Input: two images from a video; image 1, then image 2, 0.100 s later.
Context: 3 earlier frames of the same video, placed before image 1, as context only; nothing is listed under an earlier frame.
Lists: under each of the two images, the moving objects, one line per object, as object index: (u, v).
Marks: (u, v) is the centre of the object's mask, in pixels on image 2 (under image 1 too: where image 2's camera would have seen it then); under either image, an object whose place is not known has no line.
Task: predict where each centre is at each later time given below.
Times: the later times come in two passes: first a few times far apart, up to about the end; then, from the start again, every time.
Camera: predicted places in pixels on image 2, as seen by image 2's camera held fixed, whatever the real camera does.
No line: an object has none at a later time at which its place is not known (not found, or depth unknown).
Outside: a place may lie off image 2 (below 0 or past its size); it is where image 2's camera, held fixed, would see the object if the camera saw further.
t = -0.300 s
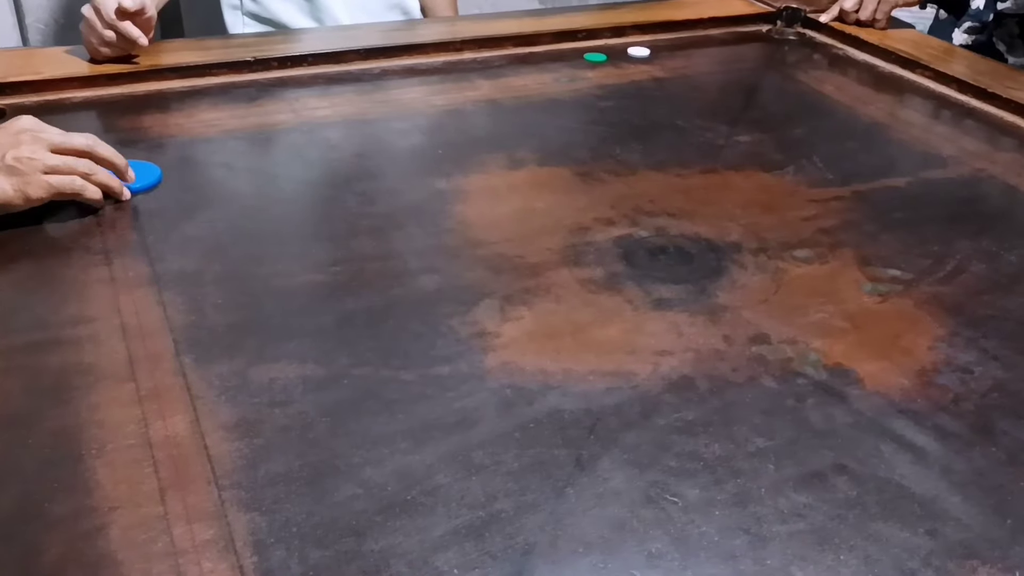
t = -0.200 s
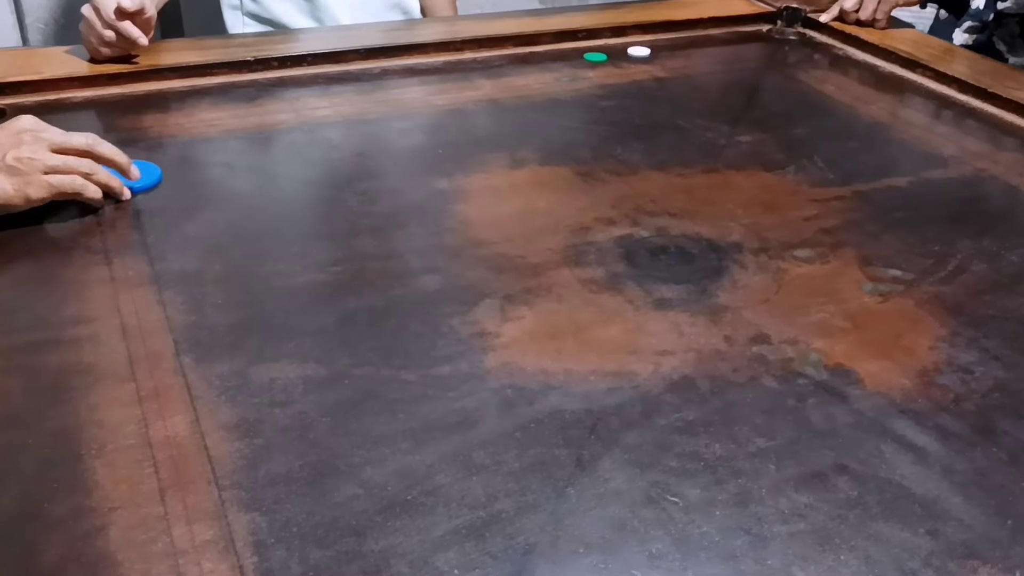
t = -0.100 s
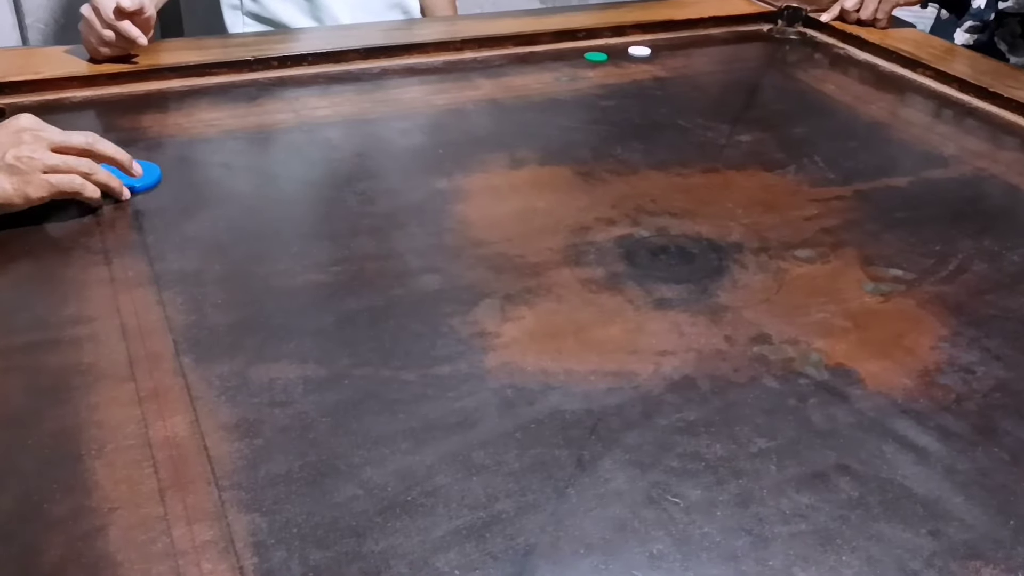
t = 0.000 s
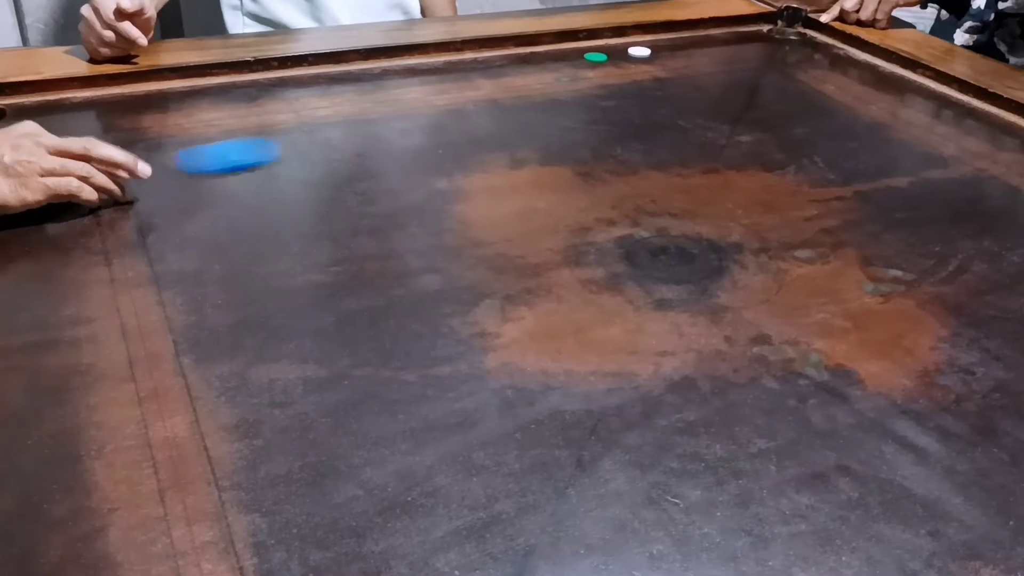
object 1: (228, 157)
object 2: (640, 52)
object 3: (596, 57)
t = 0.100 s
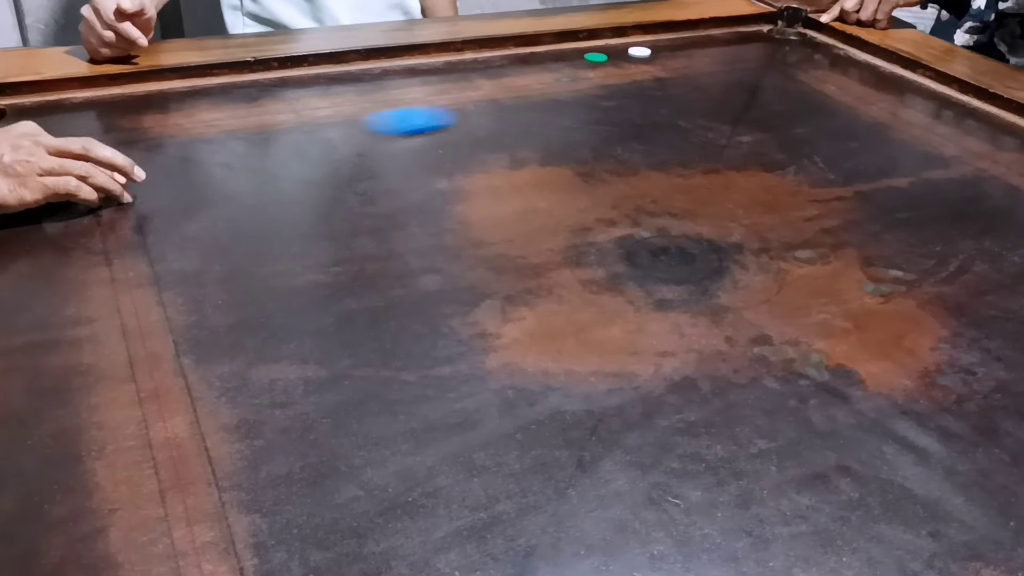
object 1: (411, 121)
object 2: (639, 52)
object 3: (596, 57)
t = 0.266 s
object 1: (642, 74)
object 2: (640, 52)
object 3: (596, 57)
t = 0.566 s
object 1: (723, 43)
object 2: (639, 52)
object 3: (596, 57)
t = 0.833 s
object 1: (597, 59)
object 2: (607, 77)
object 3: (436, 66)
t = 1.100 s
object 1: (496, 80)
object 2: (588, 119)
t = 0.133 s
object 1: (465, 111)
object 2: (639, 52)
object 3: (596, 57)
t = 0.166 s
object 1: (514, 101)
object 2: (640, 52)
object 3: (596, 57)
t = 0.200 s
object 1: (559, 92)
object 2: (640, 52)
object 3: (596, 57)
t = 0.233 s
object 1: (602, 83)
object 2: (640, 52)
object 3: (596, 57)
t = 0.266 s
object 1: (642, 74)
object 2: (640, 52)
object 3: (596, 57)
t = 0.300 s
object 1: (679, 67)
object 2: (640, 52)
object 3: (596, 57)
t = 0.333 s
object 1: (715, 60)
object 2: (640, 52)
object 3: (596, 57)
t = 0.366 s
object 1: (749, 53)
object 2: (639, 52)
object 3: (596, 57)
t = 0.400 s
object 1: (782, 48)
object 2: (639, 52)
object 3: (596, 57)
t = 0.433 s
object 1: (804, 43)
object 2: (639, 52)
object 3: (596, 57)
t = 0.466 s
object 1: (788, 42)
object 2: (640, 52)
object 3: (596, 57)
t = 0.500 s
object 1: (767, 43)
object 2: (640, 52)
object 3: (596, 57)
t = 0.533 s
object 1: (744, 43)
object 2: (639, 52)
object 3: (596, 57)
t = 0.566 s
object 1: (723, 43)
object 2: (639, 52)
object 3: (596, 57)
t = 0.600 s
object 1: (702, 44)
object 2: (639, 52)
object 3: (596, 57)
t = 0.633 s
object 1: (680, 44)
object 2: (639, 52)
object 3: (596, 57)
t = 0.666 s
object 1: (665, 46)
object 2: (633, 53)
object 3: (596, 58)
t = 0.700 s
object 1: (650, 49)
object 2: (616, 58)
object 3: (583, 58)
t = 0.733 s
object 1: (638, 51)
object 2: (614, 63)
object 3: (547, 60)
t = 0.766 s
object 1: (625, 53)
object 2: (612, 67)
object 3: (510, 62)
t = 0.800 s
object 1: (611, 56)
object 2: (610, 72)
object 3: (473, 64)
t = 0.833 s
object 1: (597, 59)
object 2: (607, 77)
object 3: (436, 66)
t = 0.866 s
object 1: (584, 62)
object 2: (605, 82)
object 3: (397, 68)
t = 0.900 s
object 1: (570, 64)
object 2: (602, 88)
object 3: (361, 73)
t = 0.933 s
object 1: (558, 67)
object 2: (600, 92)
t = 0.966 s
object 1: (545, 69)
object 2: (598, 97)
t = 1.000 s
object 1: (532, 72)
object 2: (595, 103)
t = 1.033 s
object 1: (519, 75)
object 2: (593, 108)
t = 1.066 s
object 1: (508, 77)
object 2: (590, 113)
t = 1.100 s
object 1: (496, 80)
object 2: (588, 119)
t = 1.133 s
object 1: (484, 82)
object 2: (586, 124)
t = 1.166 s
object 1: (472, 84)
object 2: (583, 129)
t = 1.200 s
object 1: (460, 87)
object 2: (580, 135)
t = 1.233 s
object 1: (448, 90)
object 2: (578, 141)
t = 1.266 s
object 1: (437, 93)
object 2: (576, 147)
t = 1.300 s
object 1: (425, 95)
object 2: (574, 152)
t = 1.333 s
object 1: (414, 98)
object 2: (571, 158)
